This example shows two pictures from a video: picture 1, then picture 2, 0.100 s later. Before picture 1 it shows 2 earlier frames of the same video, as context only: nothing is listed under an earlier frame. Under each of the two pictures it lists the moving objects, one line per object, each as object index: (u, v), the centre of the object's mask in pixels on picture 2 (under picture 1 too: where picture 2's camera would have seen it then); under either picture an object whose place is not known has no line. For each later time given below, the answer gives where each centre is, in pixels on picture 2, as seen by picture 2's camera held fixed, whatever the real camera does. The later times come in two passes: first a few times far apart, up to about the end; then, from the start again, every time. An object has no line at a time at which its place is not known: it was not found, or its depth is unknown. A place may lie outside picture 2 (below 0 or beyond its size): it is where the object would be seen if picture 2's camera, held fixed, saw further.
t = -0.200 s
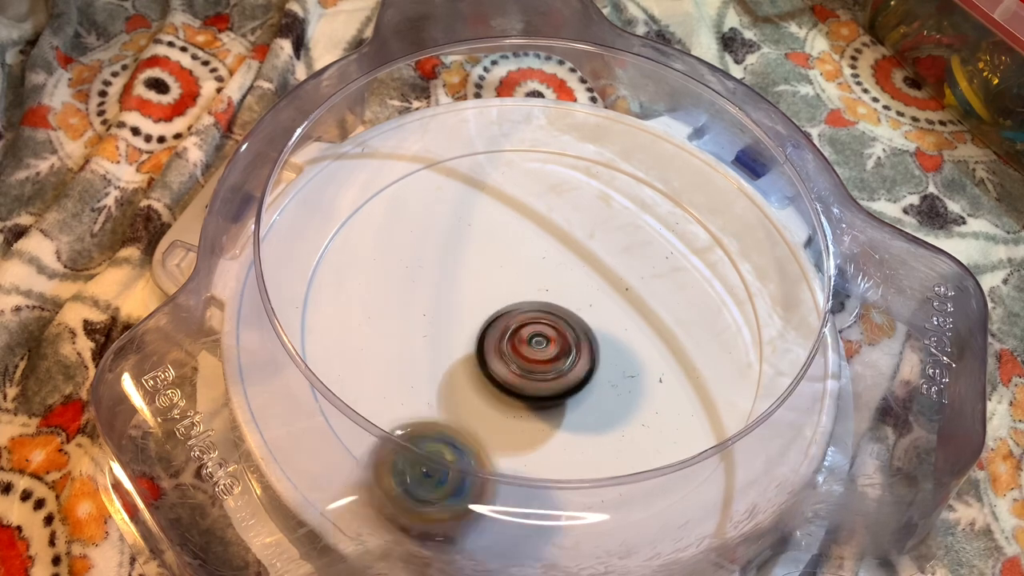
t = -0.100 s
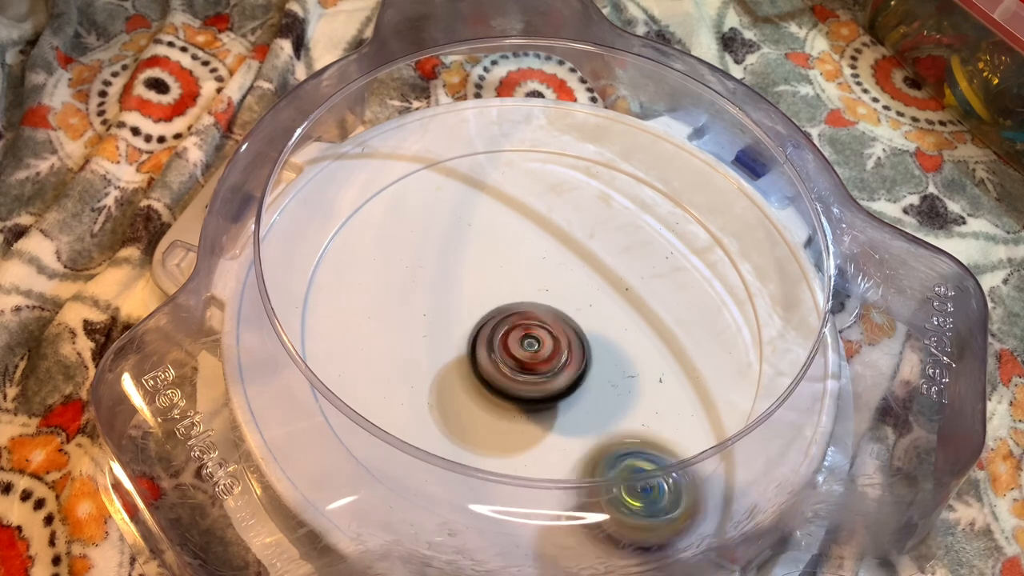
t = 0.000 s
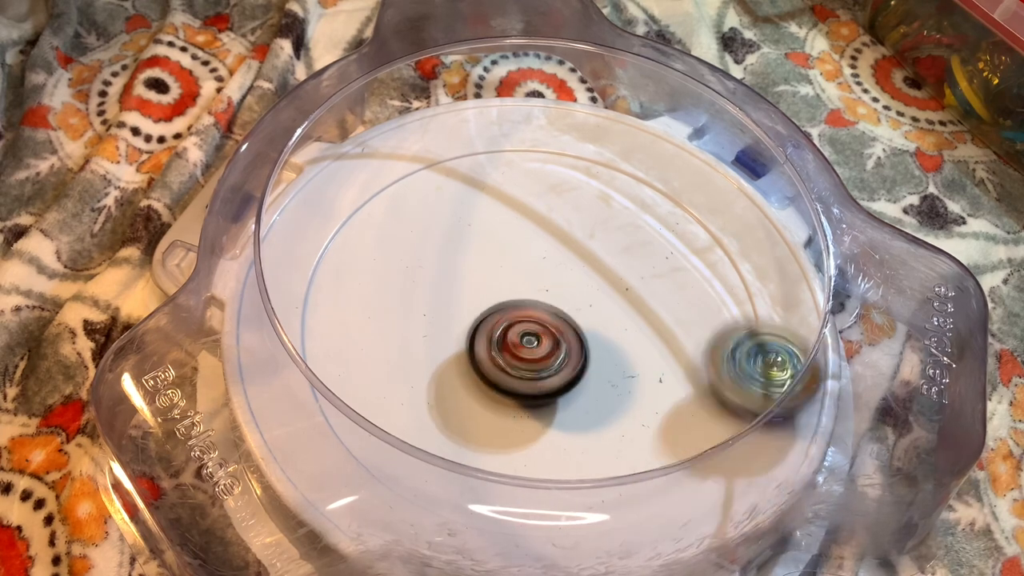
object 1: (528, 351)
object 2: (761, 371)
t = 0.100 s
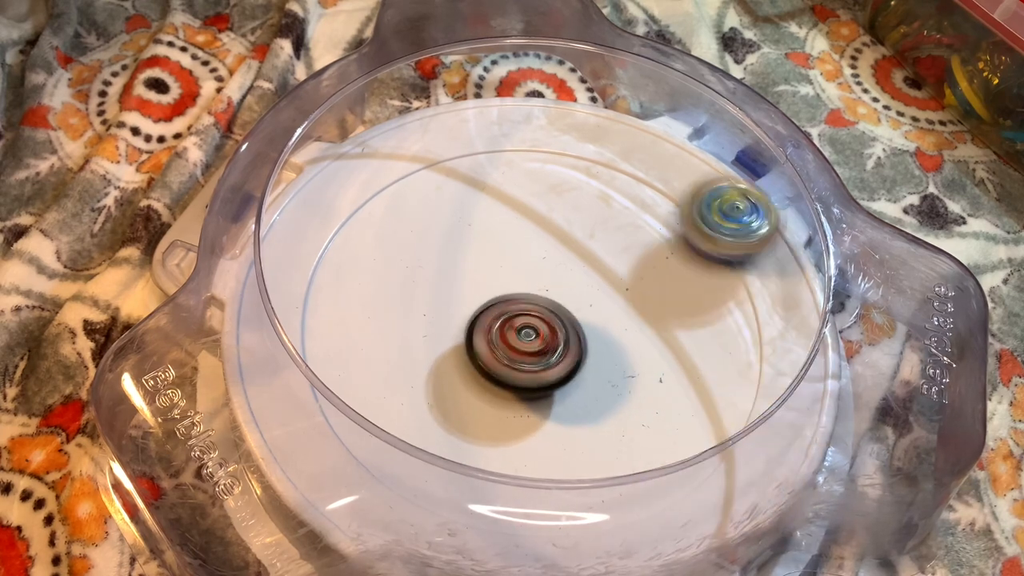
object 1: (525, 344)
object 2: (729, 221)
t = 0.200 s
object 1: (523, 337)
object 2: (579, 133)
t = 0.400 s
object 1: (510, 323)
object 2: (312, 271)
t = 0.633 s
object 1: (493, 306)
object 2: (613, 500)
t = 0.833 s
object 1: (492, 296)
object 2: (751, 253)
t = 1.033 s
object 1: (498, 296)
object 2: (468, 133)
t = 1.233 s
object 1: (512, 288)
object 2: (314, 335)
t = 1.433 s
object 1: (525, 285)
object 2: (540, 500)
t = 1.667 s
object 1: (540, 288)
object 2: (711, 355)
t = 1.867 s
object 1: (560, 290)
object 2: (652, 228)
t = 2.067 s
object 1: (557, 313)
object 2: (577, 184)
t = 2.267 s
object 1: (561, 330)
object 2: (497, 207)
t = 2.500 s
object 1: (568, 345)
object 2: (459, 292)
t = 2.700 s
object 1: (579, 351)
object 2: (443, 349)
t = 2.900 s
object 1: (584, 340)
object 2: (459, 398)
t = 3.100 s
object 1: (572, 320)
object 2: (474, 402)
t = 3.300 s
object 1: (643, 245)
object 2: (407, 381)
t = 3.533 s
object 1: (592, 150)
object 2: (399, 338)
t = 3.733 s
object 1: (546, 184)
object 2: (448, 291)
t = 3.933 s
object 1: (583, 208)
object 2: (428, 294)
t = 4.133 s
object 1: (605, 248)
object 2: (484, 314)
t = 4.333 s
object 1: (654, 309)
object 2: (528, 344)
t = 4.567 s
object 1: (689, 360)
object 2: (513, 365)
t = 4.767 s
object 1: (648, 381)
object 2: (507, 390)
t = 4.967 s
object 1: (606, 394)
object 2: (463, 352)
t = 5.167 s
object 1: (554, 412)
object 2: (441, 277)
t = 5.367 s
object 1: (545, 418)
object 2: (454, 176)
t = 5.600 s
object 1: (509, 362)
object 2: (538, 197)
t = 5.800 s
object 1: (461, 288)
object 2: (635, 263)
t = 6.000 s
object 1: (440, 244)
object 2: (699, 323)
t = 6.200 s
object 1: (462, 244)
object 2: (661, 367)
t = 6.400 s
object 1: (527, 259)
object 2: (537, 398)
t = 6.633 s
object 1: (611, 279)
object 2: (413, 340)
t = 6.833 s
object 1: (640, 300)
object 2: (433, 268)
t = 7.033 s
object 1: (619, 326)
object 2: (502, 222)
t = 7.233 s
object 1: (561, 363)
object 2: (535, 213)
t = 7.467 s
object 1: (498, 382)
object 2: (568, 239)
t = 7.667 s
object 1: (472, 357)
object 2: (596, 254)
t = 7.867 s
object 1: (471, 309)
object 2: (591, 253)
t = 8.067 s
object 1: (484, 257)
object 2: (600, 264)
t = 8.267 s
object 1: (486, 231)
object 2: (609, 271)
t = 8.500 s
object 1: (492, 244)
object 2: (603, 267)
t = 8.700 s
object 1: (524, 295)
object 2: (609, 264)
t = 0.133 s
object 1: (525, 342)
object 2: (688, 181)
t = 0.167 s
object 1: (524, 339)
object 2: (637, 152)
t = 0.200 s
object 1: (523, 337)
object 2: (579, 133)
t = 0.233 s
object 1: (521, 334)
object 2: (519, 127)
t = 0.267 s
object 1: (519, 332)
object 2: (463, 134)
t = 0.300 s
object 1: (517, 330)
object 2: (408, 152)
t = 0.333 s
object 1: (514, 327)
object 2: (365, 182)
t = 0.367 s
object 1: (512, 325)
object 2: (331, 224)
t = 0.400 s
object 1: (510, 323)
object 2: (312, 271)
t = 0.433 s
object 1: (508, 321)
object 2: (310, 326)
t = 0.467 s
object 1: (505, 318)
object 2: (327, 377)
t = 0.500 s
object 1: (503, 316)
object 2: (361, 425)
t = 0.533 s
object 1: (500, 313)
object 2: (411, 465)
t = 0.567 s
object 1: (498, 311)
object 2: (475, 495)
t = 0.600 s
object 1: (494, 308)
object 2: (542, 505)
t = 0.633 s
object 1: (493, 306)
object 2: (613, 500)
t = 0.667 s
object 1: (490, 303)
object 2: (674, 476)
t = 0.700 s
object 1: (489, 301)
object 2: (721, 443)
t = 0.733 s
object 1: (488, 300)
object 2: (753, 398)
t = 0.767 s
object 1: (489, 298)
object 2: (764, 348)
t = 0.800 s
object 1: (490, 297)
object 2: (769, 300)
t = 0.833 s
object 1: (492, 296)
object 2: (751, 253)
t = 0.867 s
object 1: (493, 296)
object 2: (721, 209)
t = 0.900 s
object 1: (495, 296)
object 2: (680, 175)
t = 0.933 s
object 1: (497, 297)
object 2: (629, 147)
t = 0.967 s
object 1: (498, 297)
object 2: (577, 132)
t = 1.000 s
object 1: (498, 297)
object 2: (523, 128)
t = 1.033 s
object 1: (498, 296)
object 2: (468, 133)
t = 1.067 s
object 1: (500, 295)
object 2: (418, 149)
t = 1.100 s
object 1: (502, 293)
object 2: (377, 175)
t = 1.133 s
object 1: (505, 292)
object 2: (342, 207)
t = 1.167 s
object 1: (507, 290)
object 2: (318, 247)
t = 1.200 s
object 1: (510, 289)
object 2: (314, 292)
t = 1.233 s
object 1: (512, 288)
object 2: (314, 335)
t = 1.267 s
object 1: (515, 287)
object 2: (331, 378)
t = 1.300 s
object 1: (517, 287)
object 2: (359, 421)
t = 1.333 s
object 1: (520, 286)
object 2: (400, 455)
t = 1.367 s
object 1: (523, 287)
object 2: (446, 480)
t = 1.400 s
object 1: (523, 287)
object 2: (498, 497)
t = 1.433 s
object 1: (525, 285)
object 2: (540, 500)
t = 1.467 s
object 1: (526, 284)
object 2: (581, 493)
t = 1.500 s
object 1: (530, 283)
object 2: (614, 477)
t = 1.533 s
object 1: (534, 284)
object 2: (642, 462)
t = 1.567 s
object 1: (536, 285)
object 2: (665, 438)
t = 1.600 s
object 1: (539, 287)
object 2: (684, 408)
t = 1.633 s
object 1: (539, 288)
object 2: (702, 383)
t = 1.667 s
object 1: (540, 288)
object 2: (711, 355)
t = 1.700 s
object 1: (541, 288)
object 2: (712, 327)
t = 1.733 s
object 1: (543, 286)
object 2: (708, 300)
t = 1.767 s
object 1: (547, 285)
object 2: (700, 276)
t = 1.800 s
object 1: (552, 285)
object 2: (688, 257)
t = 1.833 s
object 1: (556, 287)
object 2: (669, 240)
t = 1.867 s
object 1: (560, 290)
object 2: (652, 228)
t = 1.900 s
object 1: (563, 293)
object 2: (634, 220)
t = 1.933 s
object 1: (561, 298)
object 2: (622, 211)
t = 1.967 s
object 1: (556, 303)
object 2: (612, 200)
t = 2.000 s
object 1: (557, 306)
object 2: (602, 194)
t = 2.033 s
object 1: (557, 310)
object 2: (590, 189)
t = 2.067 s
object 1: (557, 313)
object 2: (577, 184)
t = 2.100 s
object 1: (558, 317)
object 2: (565, 182)
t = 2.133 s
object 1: (559, 320)
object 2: (551, 181)
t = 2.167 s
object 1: (559, 323)
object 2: (537, 184)
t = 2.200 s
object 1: (560, 325)
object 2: (523, 189)
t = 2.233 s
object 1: (561, 328)
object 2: (508, 197)
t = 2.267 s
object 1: (561, 330)
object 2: (497, 207)
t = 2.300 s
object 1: (562, 332)
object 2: (487, 221)
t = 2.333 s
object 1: (564, 334)
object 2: (479, 234)
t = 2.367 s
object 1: (564, 336)
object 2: (474, 251)
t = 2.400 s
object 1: (564, 337)
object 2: (471, 267)
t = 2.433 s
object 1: (566, 340)
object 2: (471, 280)
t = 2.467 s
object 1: (569, 345)
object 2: (465, 287)
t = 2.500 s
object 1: (568, 345)
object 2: (459, 292)
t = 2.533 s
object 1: (570, 346)
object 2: (458, 301)
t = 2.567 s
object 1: (571, 347)
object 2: (456, 312)
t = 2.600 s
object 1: (571, 348)
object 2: (456, 323)
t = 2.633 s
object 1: (575, 349)
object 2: (449, 331)
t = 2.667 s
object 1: (579, 350)
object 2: (445, 338)
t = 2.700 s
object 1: (579, 351)
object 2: (443, 349)
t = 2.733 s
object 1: (578, 351)
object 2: (442, 359)
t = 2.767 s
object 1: (578, 350)
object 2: (447, 367)
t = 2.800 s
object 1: (577, 350)
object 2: (455, 378)
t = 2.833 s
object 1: (575, 349)
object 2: (465, 385)
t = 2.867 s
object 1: (578, 344)
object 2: (465, 391)
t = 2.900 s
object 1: (584, 340)
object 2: (459, 398)
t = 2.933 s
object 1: (585, 337)
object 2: (459, 402)
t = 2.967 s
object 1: (584, 333)
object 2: (460, 407)
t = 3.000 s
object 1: (581, 330)
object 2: (463, 408)
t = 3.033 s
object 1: (578, 326)
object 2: (467, 408)
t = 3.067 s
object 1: (576, 322)
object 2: (470, 406)
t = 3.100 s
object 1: (572, 320)
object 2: (474, 402)
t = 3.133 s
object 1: (568, 318)
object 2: (479, 396)
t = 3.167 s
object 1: (563, 315)
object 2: (484, 390)
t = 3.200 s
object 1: (577, 303)
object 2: (471, 385)
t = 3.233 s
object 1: (607, 285)
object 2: (440, 388)
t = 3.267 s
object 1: (628, 265)
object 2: (419, 385)
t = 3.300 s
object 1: (643, 245)
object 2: (407, 381)
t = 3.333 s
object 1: (649, 226)
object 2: (397, 376)
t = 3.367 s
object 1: (649, 208)
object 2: (392, 369)
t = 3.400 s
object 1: (645, 191)
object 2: (390, 363)
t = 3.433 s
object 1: (638, 174)
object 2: (389, 357)
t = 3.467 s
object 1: (628, 159)
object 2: (390, 352)
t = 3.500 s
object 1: (612, 149)
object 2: (394, 346)
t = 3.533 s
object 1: (592, 150)
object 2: (399, 338)
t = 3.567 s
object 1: (578, 153)
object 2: (404, 330)
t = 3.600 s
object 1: (569, 157)
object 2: (411, 323)
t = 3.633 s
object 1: (561, 163)
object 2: (420, 315)
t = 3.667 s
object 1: (555, 169)
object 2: (430, 308)
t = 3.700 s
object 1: (551, 177)
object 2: (439, 299)
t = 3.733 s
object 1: (546, 184)
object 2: (448, 291)
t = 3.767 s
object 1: (542, 193)
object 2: (457, 283)
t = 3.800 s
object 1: (537, 204)
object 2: (467, 277)
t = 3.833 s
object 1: (554, 204)
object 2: (453, 282)
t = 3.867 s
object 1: (569, 204)
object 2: (439, 289)
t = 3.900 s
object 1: (578, 205)
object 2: (431, 293)
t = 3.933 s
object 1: (583, 208)
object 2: (428, 294)
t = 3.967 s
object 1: (585, 212)
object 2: (428, 296)
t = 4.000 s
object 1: (588, 217)
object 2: (436, 300)
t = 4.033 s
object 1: (591, 224)
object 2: (446, 304)
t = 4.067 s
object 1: (595, 231)
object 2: (459, 308)
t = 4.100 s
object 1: (600, 239)
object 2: (472, 310)
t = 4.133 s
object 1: (605, 248)
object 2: (484, 314)
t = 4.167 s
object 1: (611, 257)
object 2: (498, 319)
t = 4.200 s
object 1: (617, 269)
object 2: (508, 324)
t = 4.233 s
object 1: (623, 280)
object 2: (521, 329)
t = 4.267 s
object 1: (631, 290)
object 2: (534, 332)
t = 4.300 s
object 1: (640, 300)
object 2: (537, 336)
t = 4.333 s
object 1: (654, 309)
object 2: (528, 344)
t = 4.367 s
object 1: (664, 319)
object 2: (520, 347)
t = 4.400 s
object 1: (675, 328)
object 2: (515, 346)
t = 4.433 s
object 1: (682, 336)
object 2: (513, 349)
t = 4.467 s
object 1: (687, 344)
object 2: (513, 353)
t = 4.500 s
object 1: (692, 350)
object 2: (516, 355)
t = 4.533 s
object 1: (691, 355)
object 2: (513, 359)
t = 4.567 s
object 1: (689, 360)
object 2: (513, 365)
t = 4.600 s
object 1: (686, 364)
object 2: (511, 370)
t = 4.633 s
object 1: (679, 367)
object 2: (509, 374)
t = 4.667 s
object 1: (674, 371)
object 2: (507, 380)
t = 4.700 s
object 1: (665, 374)
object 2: (506, 384)
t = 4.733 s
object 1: (656, 378)
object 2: (508, 388)
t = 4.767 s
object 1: (648, 381)
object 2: (507, 390)
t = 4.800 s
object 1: (635, 385)
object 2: (510, 389)
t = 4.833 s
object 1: (631, 388)
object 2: (504, 386)
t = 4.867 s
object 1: (626, 392)
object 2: (489, 377)
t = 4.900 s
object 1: (623, 394)
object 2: (477, 368)
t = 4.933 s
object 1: (613, 395)
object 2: (471, 361)
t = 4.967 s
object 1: (606, 394)
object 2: (463, 352)
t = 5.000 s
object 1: (596, 394)
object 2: (462, 346)
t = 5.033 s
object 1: (586, 392)
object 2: (460, 342)
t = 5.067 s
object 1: (572, 391)
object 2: (457, 333)
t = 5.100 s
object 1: (557, 390)
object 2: (458, 326)
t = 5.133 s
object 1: (550, 395)
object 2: (456, 311)
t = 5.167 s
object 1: (554, 412)
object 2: (441, 277)
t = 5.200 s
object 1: (552, 419)
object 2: (433, 247)
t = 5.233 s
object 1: (550, 423)
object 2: (430, 221)
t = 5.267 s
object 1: (549, 424)
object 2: (432, 204)
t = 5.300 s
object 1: (547, 423)
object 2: (438, 192)
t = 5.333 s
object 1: (546, 420)
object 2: (445, 183)
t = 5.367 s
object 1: (545, 418)
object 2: (454, 176)
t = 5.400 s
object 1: (544, 414)
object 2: (464, 173)
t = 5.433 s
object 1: (540, 409)
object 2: (476, 172)
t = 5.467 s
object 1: (536, 403)
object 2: (488, 174)
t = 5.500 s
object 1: (532, 394)
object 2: (499, 178)
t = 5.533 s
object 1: (524, 383)
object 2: (511, 183)
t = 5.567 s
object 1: (517, 372)
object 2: (524, 190)
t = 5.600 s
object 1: (509, 362)
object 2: (538, 197)
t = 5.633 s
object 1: (500, 349)
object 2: (553, 206)
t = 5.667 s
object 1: (492, 336)
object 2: (569, 216)
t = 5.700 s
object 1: (484, 323)
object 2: (585, 227)
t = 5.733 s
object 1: (475, 311)
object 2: (602, 238)
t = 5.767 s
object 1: (467, 299)
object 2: (618, 250)
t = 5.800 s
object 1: (461, 288)
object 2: (635, 263)
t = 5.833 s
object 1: (455, 277)
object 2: (651, 275)
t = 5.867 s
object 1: (448, 268)
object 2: (665, 285)
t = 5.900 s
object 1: (444, 260)
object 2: (679, 296)
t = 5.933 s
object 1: (441, 253)
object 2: (689, 306)
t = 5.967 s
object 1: (439, 248)
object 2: (695, 314)
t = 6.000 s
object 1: (440, 244)
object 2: (699, 323)
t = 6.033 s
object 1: (441, 241)
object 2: (700, 330)
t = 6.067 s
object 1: (444, 241)
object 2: (696, 337)
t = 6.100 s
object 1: (447, 241)
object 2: (691, 345)
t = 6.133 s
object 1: (450, 241)
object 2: (685, 352)
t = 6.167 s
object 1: (455, 243)
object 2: (674, 358)
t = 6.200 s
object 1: (462, 244)
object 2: (661, 367)
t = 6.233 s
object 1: (470, 246)
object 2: (648, 372)
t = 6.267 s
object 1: (478, 249)
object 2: (629, 380)
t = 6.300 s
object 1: (489, 251)
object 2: (610, 386)
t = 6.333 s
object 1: (500, 253)
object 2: (586, 390)
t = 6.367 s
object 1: (512, 257)
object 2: (564, 396)
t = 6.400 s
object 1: (527, 259)
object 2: (537, 398)
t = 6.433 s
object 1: (539, 262)
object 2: (516, 397)
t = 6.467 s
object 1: (553, 266)
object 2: (490, 392)
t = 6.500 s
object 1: (567, 268)
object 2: (469, 386)
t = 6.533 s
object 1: (578, 271)
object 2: (448, 378)
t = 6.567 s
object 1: (591, 274)
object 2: (433, 367)
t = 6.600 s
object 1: (602, 276)
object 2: (423, 356)
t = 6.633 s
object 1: (611, 279)
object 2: (413, 340)
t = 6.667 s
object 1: (621, 282)
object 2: (409, 327)
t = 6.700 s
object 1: (629, 286)
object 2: (408, 315)
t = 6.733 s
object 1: (633, 289)
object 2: (410, 300)
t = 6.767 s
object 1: (637, 292)
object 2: (416, 288)
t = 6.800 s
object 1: (639, 295)
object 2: (424, 278)
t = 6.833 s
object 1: (640, 300)
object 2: (433, 268)
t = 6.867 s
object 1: (639, 303)
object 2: (444, 259)
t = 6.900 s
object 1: (636, 307)
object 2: (457, 250)
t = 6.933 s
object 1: (634, 311)
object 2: (470, 243)
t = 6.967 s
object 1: (629, 316)
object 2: (481, 235)
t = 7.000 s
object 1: (624, 322)
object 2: (492, 229)
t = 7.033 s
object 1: (619, 326)
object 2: (502, 222)
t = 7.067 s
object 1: (612, 332)
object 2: (511, 219)
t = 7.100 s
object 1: (604, 339)
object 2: (518, 216)
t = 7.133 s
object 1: (593, 344)
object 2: (524, 213)
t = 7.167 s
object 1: (581, 351)
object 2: (528, 212)
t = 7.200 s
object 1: (571, 357)
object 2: (532, 212)
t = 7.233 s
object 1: (561, 363)
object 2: (535, 213)
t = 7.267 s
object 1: (550, 370)
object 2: (539, 214)
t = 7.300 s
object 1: (540, 374)
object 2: (543, 215)
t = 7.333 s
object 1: (529, 378)
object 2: (546, 220)
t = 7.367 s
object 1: (518, 380)
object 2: (551, 225)
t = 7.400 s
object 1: (509, 382)
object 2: (555, 229)
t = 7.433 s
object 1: (503, 383)
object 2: (561, 234)
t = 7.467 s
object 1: (498, 382)
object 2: (568, 239)
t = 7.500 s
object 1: (490, 381)
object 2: (574, 243)
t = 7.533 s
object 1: (486, 377)
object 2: (581, 247)
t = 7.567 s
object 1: (480, 374)
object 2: (586, 249)
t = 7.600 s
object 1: (478, 369)
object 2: (591, 251)
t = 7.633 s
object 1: (476, 364)
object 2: (595, 253)
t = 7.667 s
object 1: (472, 357)
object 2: (596, 254)
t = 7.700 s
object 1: (472, 352)
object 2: (596, 253)
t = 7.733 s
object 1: (471, 345)
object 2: (594, 252)
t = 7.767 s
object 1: (470, 337)
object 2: (592, 250)
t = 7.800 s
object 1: (470, 328)
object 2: (590, 250)
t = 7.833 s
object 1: (468, 318)
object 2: (590, 251)
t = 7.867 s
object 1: (471, 309)
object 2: (591, 253)
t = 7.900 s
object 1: (471, 298)
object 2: (592, 256)
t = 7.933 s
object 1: (472, 290)
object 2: (593, 258)
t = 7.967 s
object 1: (475, 281)
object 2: (594, 259)
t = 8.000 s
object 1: (478, 273)
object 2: (595, 260)
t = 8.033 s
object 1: (481, 265)
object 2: (598, 262)
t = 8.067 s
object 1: (484, 257)
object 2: (600, 264)
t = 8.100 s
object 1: (488, 253)
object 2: (600, 264)
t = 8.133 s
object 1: (493, 247)
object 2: (598, 263)
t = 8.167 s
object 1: (489, 241)
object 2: (602, 264)
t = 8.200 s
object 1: (487, 236)
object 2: (605, 266)
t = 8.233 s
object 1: (487, 233)
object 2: (607, 268)
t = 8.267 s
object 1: (486, 231)
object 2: (609, 271)
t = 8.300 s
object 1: (486, 230)
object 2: (612, 272)
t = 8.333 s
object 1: (486, 231)
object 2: (611, 272)
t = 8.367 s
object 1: (485, 232)
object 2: (609, 271)
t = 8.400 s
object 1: (485, 233)
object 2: (606, 270)
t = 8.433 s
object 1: (487, 235)
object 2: (604, 269)
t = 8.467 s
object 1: (488, 238)
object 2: (603, 268)
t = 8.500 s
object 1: (492, 244)
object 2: (603, 267)
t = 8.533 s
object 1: (496, 249)
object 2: (603, 267)
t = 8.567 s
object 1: (501, 258)
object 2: (602, 266)
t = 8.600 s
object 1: (509, 266)
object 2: (603, 264)
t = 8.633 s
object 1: (515, 277)
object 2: (604, 262)
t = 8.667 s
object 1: (519, 285)
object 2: (606, 262)
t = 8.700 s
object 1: (524, 295)
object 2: (609, 264)
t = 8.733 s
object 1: (528, 303)
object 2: (611, 265)
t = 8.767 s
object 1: (529, 313)
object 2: (612, 266)
